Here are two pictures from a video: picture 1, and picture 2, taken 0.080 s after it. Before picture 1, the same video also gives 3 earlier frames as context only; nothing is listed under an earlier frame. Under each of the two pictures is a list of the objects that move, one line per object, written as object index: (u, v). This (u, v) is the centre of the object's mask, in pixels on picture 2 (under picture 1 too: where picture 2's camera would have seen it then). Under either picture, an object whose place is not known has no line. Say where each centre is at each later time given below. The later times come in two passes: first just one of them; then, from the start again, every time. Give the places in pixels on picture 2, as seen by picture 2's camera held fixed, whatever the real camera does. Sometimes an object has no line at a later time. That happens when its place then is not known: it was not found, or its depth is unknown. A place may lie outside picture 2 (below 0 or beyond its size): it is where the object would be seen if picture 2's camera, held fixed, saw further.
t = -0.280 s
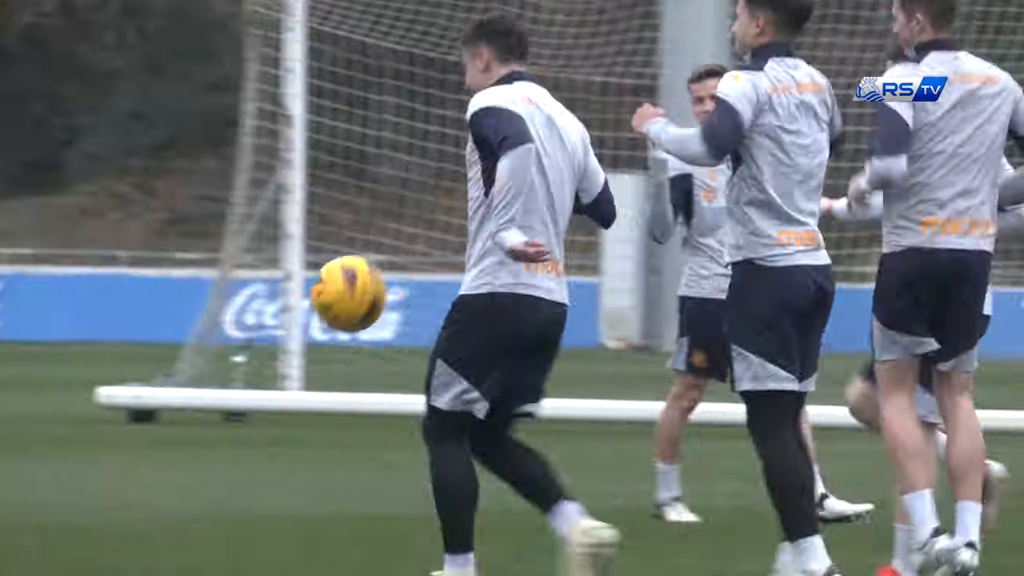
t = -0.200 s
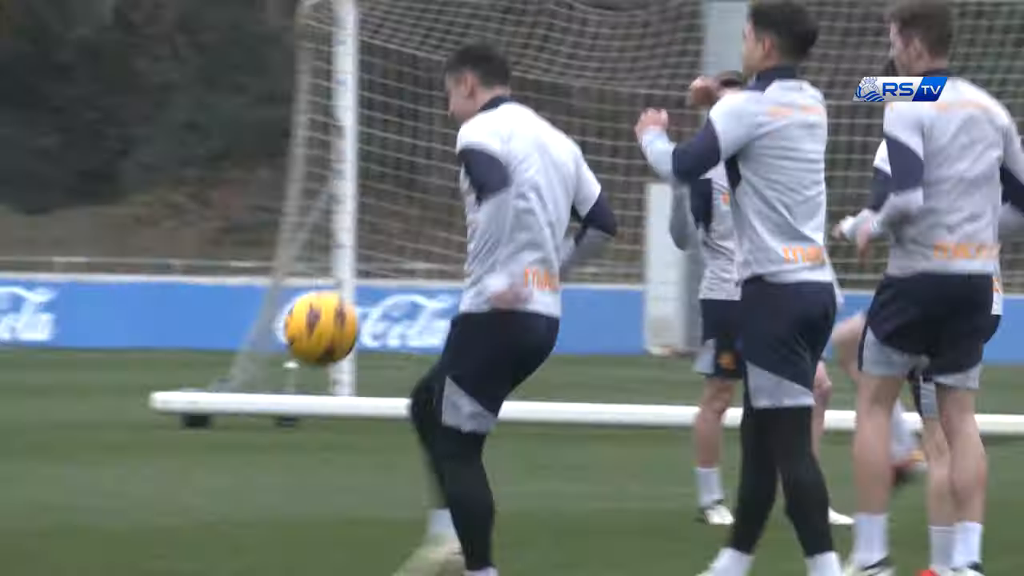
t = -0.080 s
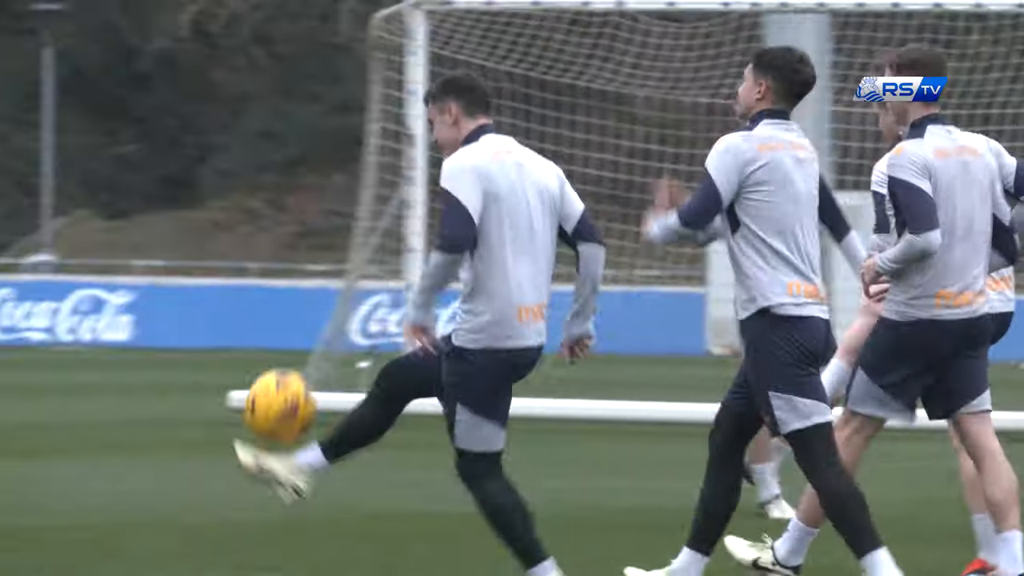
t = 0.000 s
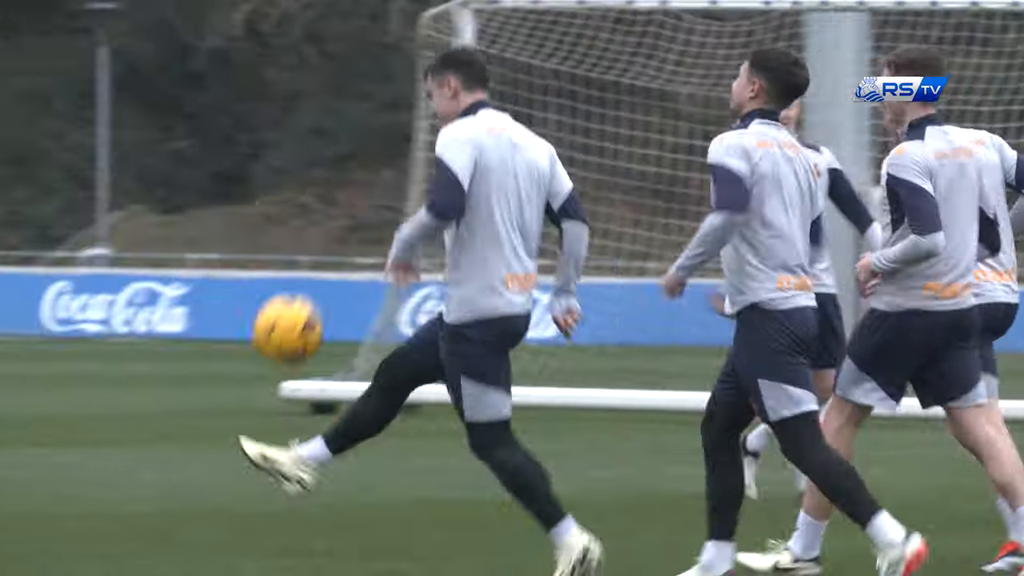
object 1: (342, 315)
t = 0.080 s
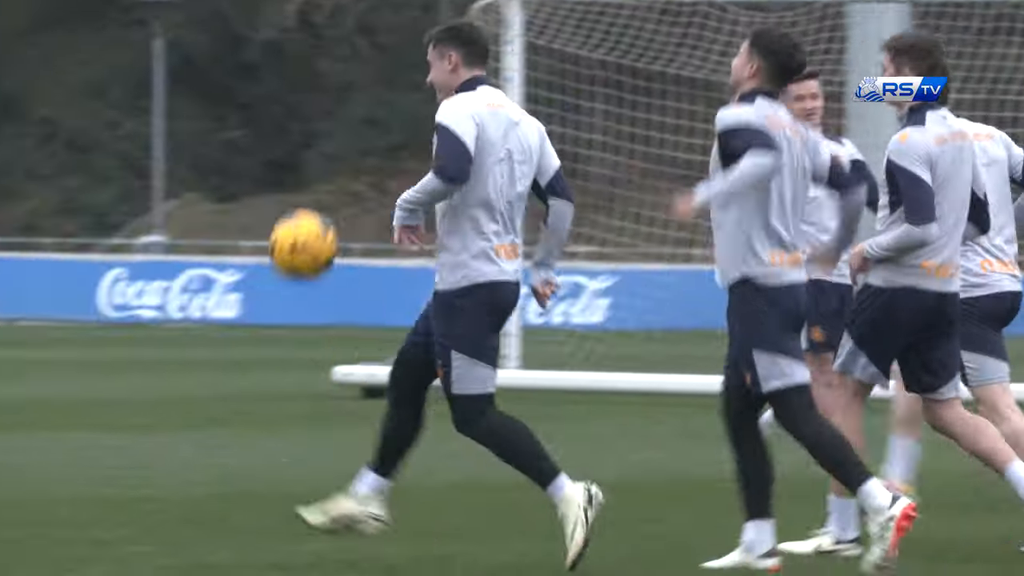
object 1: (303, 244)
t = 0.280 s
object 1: (212, 147)
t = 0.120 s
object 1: (285, 216)
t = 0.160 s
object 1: (266, 191)
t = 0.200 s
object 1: (248, 171)
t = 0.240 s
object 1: (230, 158)
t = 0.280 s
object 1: (212, 147)
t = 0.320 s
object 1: (196, 142)
